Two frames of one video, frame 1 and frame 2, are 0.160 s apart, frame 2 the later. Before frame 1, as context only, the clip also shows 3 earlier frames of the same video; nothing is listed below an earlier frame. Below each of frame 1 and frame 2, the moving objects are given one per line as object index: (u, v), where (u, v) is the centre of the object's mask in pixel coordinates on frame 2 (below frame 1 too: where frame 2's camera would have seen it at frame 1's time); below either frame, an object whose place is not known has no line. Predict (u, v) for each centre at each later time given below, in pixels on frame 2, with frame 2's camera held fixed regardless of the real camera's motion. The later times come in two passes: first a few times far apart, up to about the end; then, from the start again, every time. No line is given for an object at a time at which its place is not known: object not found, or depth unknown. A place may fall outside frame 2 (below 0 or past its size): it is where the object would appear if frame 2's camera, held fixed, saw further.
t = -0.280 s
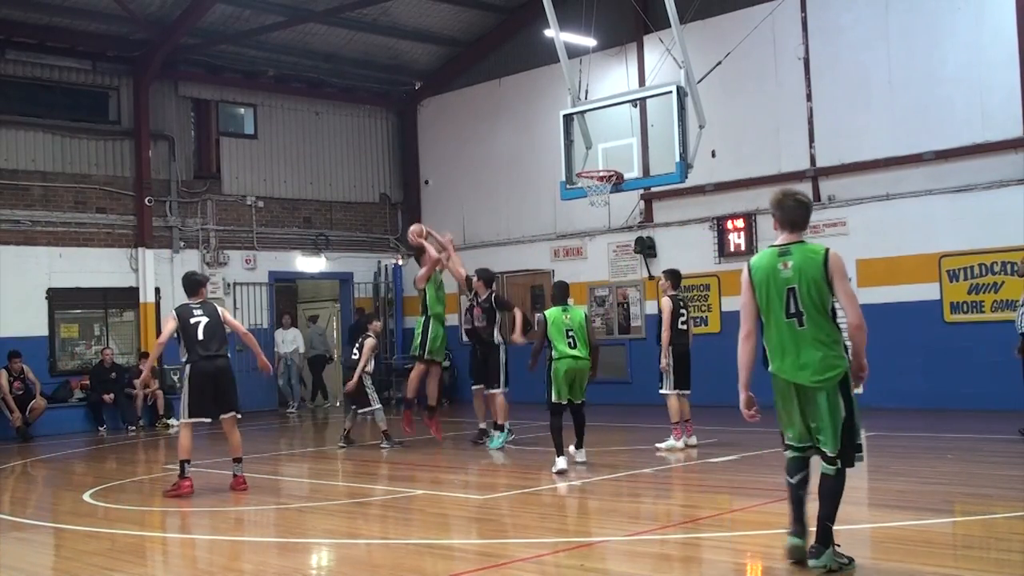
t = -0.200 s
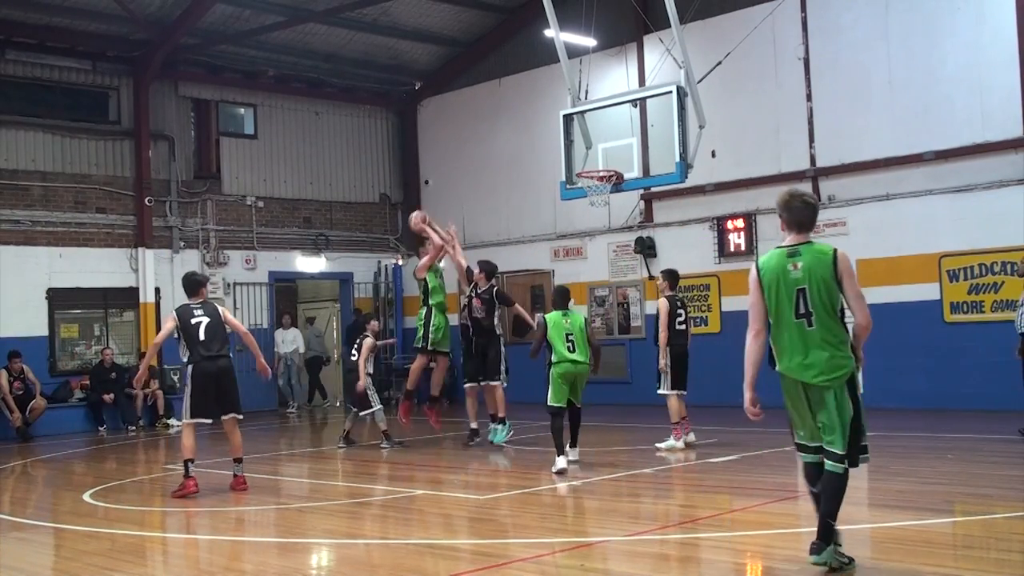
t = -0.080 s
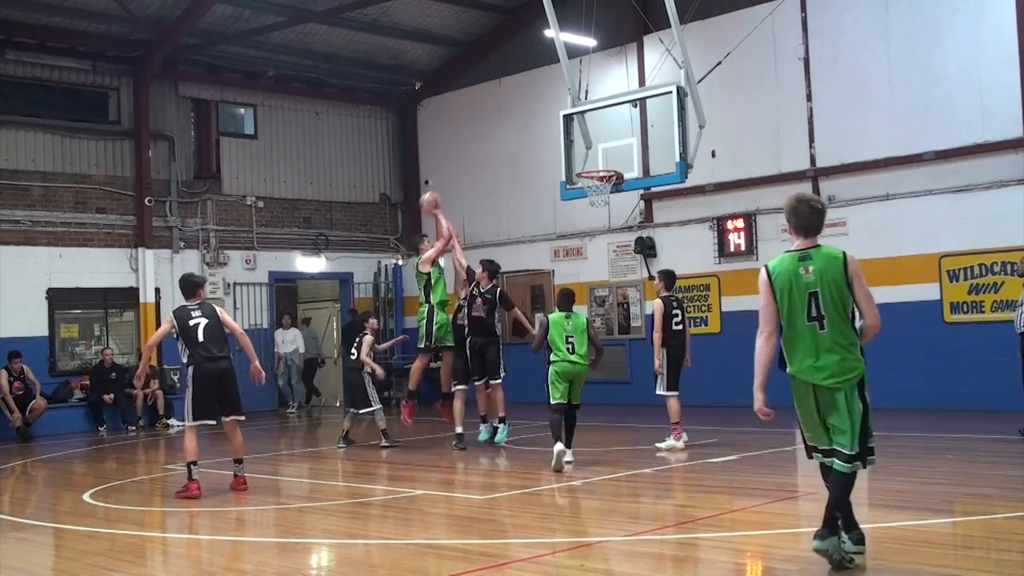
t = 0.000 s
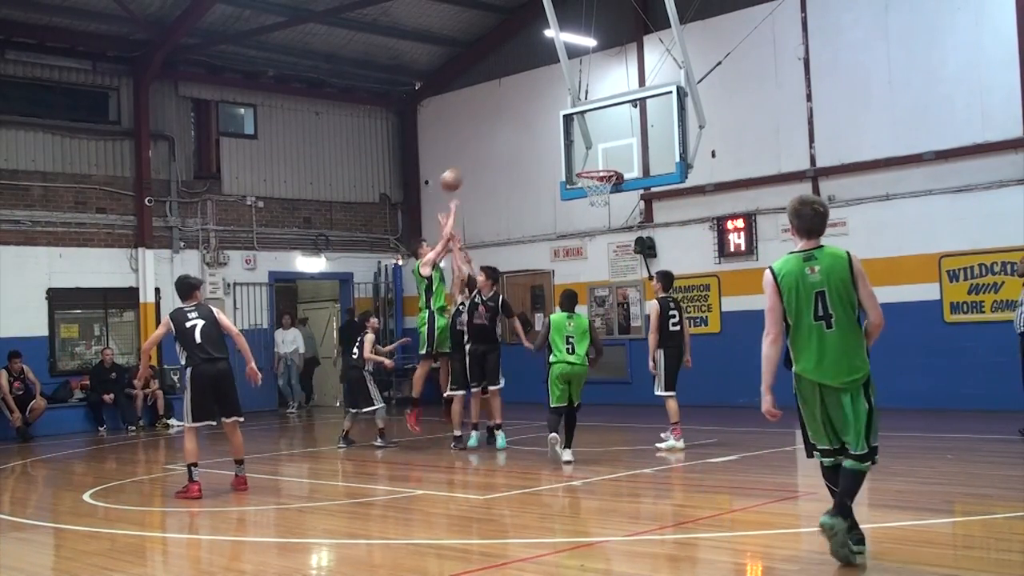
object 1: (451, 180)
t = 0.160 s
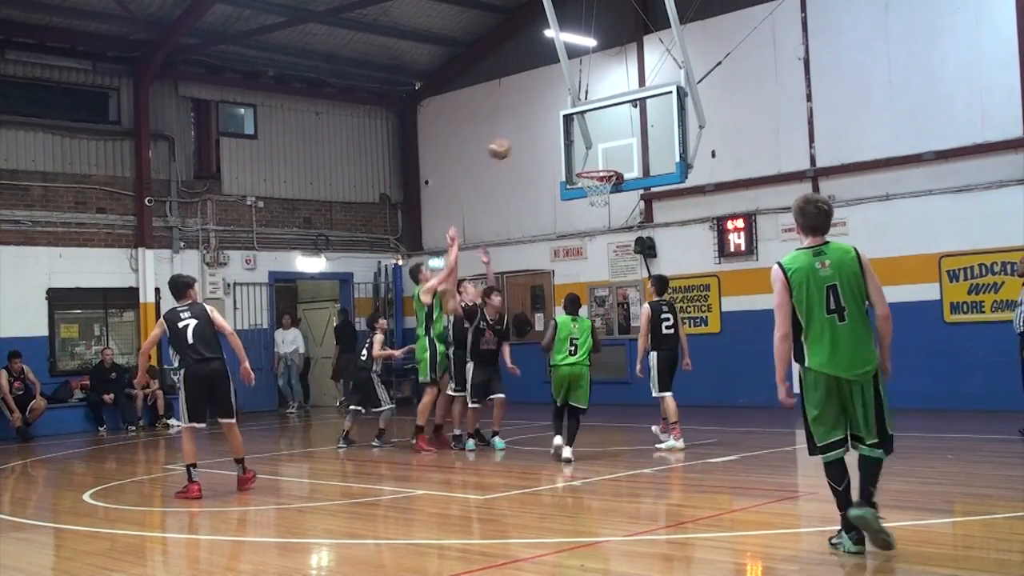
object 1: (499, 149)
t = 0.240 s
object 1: (523, 142)
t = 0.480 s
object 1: (596, 150)
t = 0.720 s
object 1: (591, 155)
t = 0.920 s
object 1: (558, 146)
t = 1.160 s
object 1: (521, 181)
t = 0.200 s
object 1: (511, 145)
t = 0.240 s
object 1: (523, 142)
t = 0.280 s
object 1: (536, 140)
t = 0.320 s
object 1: (548, 139)
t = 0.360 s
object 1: (558, 140)
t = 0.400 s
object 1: (571, 142)
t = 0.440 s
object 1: (583, 146)
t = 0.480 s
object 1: (596, 150)
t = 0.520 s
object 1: (608, 157)
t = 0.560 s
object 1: (611, 162)
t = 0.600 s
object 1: (609, 163)
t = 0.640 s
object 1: (604, 163)
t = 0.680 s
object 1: (599, 161)
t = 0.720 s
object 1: (591, 155)
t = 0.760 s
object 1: (585, 151)
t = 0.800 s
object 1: (578, 147)
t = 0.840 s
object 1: (571, 145)
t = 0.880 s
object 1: (565, 145)
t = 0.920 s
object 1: (558, 146)
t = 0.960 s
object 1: (551, 149)
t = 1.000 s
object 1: (546, 151)
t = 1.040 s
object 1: (539, 157)
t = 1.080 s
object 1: (533, 163)
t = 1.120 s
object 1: (526, 171)
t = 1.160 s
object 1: (521, 181)
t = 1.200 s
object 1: (514, 192)
